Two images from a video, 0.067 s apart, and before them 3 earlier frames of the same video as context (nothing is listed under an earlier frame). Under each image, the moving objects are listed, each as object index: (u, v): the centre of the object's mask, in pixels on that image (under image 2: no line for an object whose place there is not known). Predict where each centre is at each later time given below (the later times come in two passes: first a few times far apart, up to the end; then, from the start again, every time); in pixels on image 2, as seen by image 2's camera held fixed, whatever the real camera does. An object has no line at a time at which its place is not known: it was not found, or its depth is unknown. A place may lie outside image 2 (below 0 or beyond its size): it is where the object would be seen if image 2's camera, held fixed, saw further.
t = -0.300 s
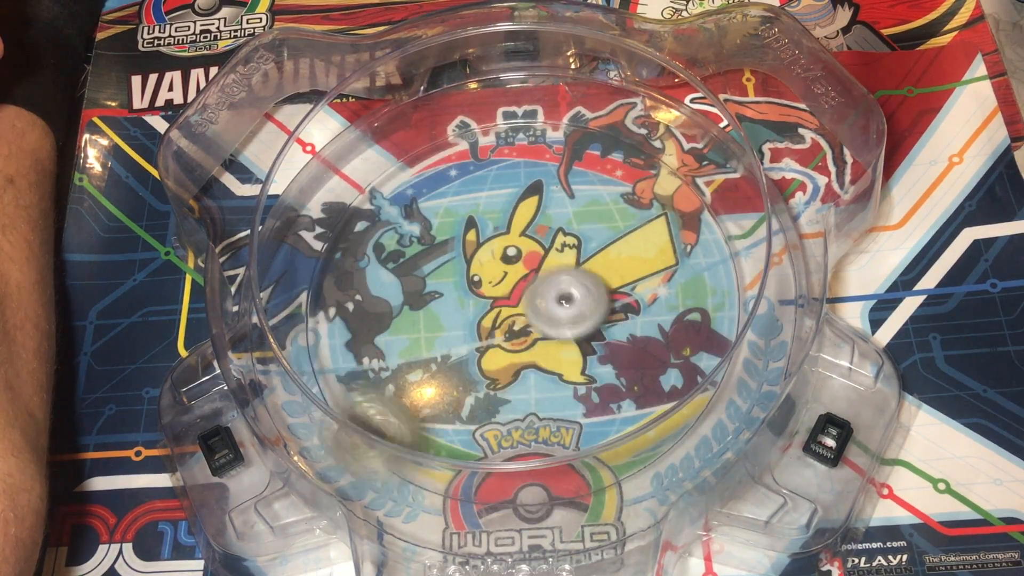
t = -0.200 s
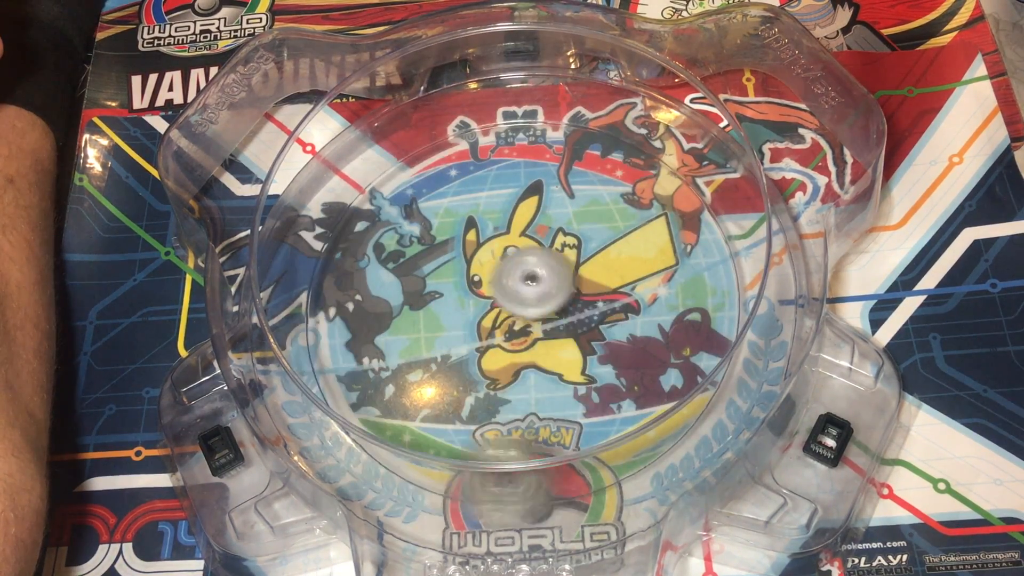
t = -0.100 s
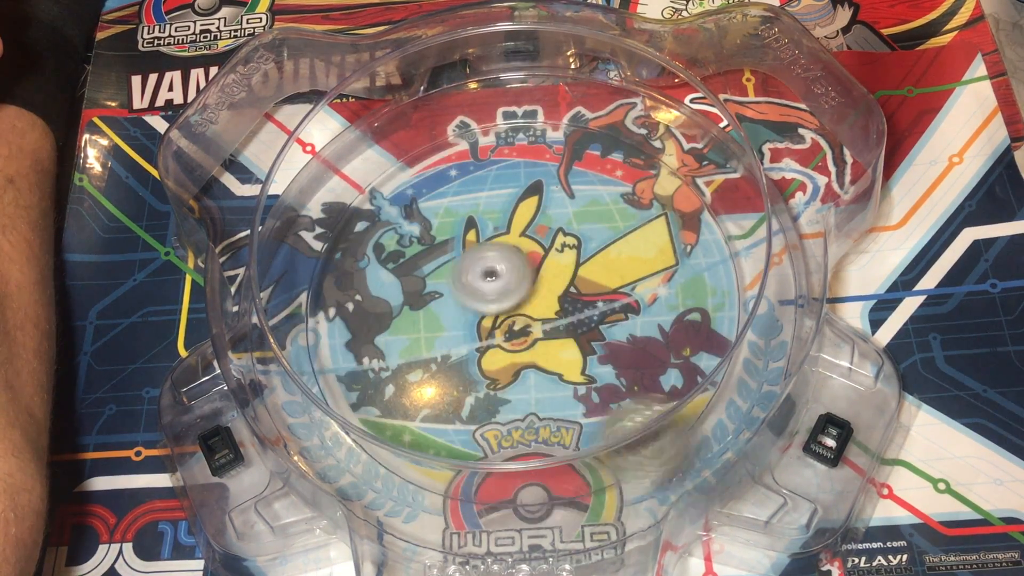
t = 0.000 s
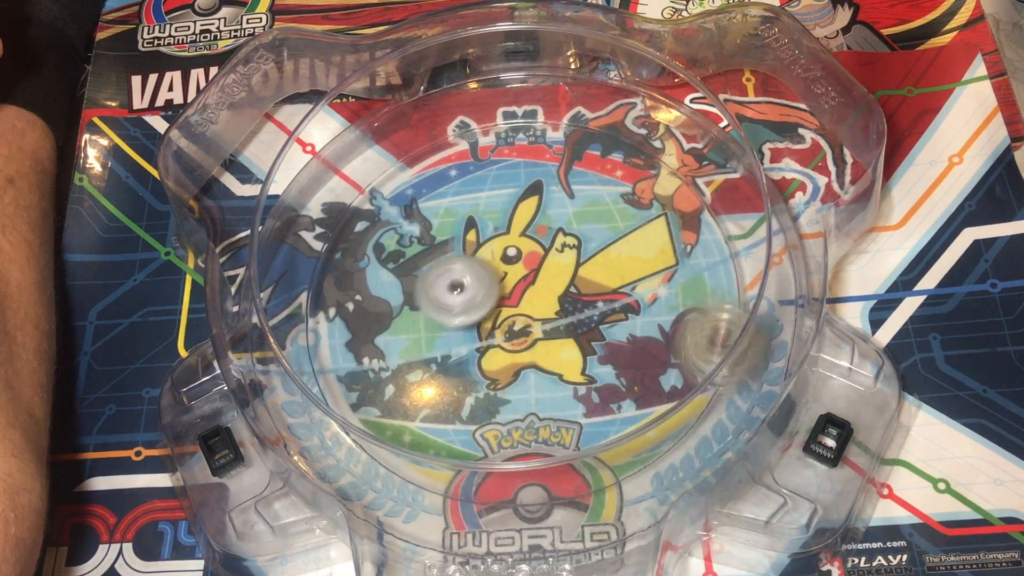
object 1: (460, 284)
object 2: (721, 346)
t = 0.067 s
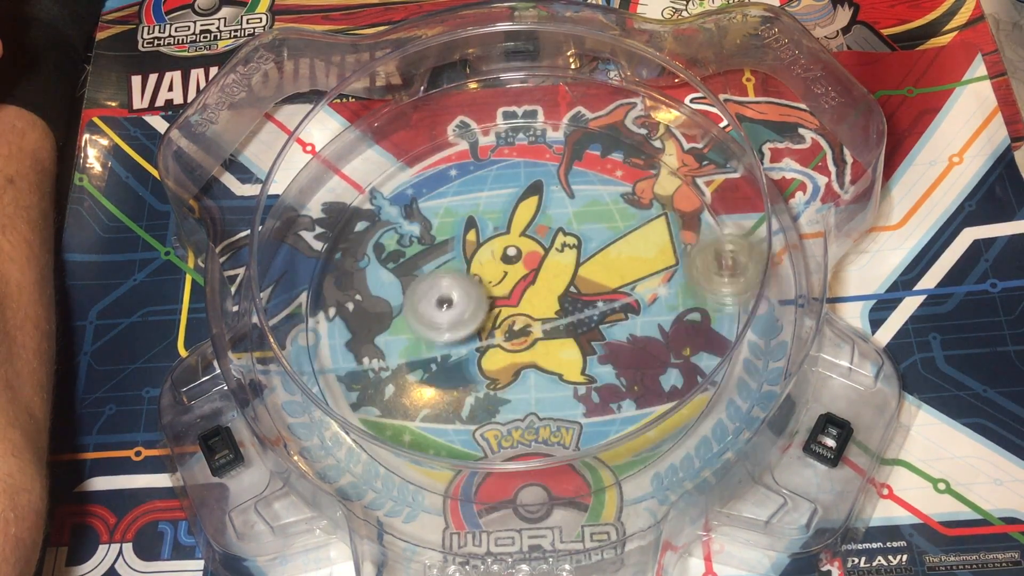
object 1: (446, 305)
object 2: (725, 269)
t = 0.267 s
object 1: (474, 335)
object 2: (572, 125)
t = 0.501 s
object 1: (511, 320)
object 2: (332, 221)
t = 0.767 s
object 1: (523, 303)
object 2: (454, 458)
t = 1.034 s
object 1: (526, 284)
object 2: (706, 298)
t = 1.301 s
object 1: (524, 274)
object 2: (535, 125)
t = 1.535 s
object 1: (524, 271)
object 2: (359, 252)
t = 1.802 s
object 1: (523, 276)
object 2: (526, 423)
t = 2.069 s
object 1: (528, 289)
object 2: (678, 255)
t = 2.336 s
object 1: (536, 296)
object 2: (490, 170)
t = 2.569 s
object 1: (535, 297)
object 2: (404, 318)
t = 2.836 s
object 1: (526, 299)
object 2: (583, 391)
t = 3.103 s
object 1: (518, 297)
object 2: (629, 243)
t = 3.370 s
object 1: (509, 293)
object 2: (478, 212)
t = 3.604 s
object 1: (509, 291)
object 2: (422, 320)
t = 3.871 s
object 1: (513, 282)
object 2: (559, 372)
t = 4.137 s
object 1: (516, 277)
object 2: (609, 241)
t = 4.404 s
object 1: (523, 279)
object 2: (469, 209)
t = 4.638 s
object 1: (528, 282)
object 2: (428, 326)
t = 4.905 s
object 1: (532, 286)
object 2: (582, 362)
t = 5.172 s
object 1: (533, 293)
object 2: (617, 230)
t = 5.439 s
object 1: (530, 297)
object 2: (467, 218)
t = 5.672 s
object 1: (527, 300)
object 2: (435, 338)
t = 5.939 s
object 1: (519, 299)
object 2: (585, 371)
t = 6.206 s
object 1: (512, 293)
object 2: (611, 237)
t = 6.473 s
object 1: (512, 288)
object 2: (465, 220)
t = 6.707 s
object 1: (520, 285)
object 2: (422, 331)
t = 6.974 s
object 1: (529, 282)
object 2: (571, 366)
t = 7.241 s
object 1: (529, 280)
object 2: (619, 235)
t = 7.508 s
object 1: (524, 285)
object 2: (505, 189)
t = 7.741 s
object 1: (521, 292)
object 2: (436, 290)
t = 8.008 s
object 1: (528, 299)
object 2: (516, 389)
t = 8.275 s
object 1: (526, 299)
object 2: (625, 307)
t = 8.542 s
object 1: (524, 296)
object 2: (536, 214)
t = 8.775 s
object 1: (520, 292)
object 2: (428, 253)
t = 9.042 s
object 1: (520, 287)
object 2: (468, 366)
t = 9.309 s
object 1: (523, 283)
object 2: (606, 319)
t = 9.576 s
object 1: (526, 283)
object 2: (586, 211)
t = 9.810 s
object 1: (527, 285)
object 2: (472, 222)
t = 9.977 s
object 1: (528, 289)
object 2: (441, 297)
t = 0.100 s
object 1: (444, 315)
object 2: (716, 230)
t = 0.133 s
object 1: (447, 323)
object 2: (698, 201)
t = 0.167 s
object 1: (452, 329)
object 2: (672, 174)
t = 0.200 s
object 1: (460, 333)
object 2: (642, 151)
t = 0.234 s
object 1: (466, 335)
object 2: (611, 136)
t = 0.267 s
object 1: (474, 335)
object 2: (572, 125)
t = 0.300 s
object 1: (481, 334)
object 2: (532, 121)
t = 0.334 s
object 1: (487, 332)
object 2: (493, 123)
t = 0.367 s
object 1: (493, 329)
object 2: (453, 129)
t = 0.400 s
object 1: (498, 327)
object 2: (419, 141)
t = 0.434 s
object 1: (503, 325)
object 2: (388, 162)
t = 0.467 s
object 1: (507, 322)
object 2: (360, 190)
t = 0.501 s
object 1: (511, 320)
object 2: (332, 221)
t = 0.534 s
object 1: (514, 318)
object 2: (318, 254)
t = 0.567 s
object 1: (517, 316)
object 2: (313, 286)
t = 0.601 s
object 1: (518, 315)
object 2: (315, 323)
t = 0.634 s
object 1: (519, 313)
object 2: (329, 359)
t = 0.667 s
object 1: (520, 311)
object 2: (354, 390)
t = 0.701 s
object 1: (521, 308)
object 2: (378, 424)
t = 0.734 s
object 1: (522, 306)
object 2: (417, 444)
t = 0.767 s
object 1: (523, 303)
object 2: (454, 458)
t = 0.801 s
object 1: (524, 300)
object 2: (505, 466)
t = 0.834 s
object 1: (524, 298)
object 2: (547, 461)
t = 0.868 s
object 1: (525, 295)
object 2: (590, 446)
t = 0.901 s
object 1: (525, 293)
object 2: (630, 423)
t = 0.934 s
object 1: (526, 291)
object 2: (656, 385)
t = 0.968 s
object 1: (526, 288)
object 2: (676, 363)
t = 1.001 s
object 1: (526, 286)
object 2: (697, 330)
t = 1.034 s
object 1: (526, 284)
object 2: (706, 298)
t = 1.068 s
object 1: (525, 282)
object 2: (707, 263)
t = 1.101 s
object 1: (525, 280)
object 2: (697, 230)
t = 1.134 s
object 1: (525, 279)
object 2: (681, 201)
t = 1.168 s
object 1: (525, 277)
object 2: (657, 174)
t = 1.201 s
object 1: (524, 276)
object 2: (630, 152)
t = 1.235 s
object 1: (524, 275)
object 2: (601, 138)
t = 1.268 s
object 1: (524, 274)
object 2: (569, 129)
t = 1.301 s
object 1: (524, 274)
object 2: (535, 125)
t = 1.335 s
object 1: (524, 273)
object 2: (498, 129)
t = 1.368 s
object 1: (524, 273)
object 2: (465, 136)
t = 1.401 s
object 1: (524, 273)
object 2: (435, 150)
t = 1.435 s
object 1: (524, 272)
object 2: (408, 171)
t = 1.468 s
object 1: (524, 272)
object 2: (384, 196)
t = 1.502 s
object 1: (524, 272)
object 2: (368, 226)
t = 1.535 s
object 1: (524, 271)
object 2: (359, 252)
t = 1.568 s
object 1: (524, 271)
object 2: (357, 284)
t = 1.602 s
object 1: (524, 271)
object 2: (361, 312)
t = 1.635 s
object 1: (524, 271)
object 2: (376, 345)
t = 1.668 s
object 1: (523, 272)
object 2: (394, 371)
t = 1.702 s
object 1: (523, 273)
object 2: (424, 393)
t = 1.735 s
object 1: (523, 273)
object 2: (455, 410)
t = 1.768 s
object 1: (523, 275)
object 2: (492, 422)
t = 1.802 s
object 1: (523, 276)
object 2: (526, 423)
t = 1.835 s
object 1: (523, 277)
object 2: (565, 417)
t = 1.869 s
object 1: (523, 279)
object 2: (602, 402)
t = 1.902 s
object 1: (524, 281)
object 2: (630, 384)
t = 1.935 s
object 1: (524, 283)
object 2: (653, 363)
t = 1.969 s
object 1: (525, 284)
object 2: (669, 337)
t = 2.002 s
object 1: (526, 286)
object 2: (679, 309)
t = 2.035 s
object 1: (527, 287)
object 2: (681, 282)
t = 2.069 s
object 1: (528, 289)
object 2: (678, 255)
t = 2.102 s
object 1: (530, 290)
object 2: (666, 229)
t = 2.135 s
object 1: (531, 291)
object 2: (649, 204)
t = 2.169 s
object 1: (531, 292)
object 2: (628, 183)
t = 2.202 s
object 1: (532, 293)
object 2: (598, 168)
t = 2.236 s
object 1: (533, 294)
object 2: (573, 161)
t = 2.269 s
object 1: (534, 295)
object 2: (545, 158)
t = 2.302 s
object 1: (535, 296)
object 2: (517, 160)
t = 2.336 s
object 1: (536, 296)
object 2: (490, 170)
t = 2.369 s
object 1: (536, 297)
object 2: (464, 183)
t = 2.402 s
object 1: (537, 297)
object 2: (440, 201)
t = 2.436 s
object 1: (537, 297)
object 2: (423, 220)
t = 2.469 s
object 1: (537, 297)
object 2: (409, 243)
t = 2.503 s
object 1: (536, 297)
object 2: (398, 265)
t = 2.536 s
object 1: (536, 297)
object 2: (398, 294)
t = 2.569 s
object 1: (535, 297)
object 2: (404, 318)
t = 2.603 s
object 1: (534, 297)
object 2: (410, 341)
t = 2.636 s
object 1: (533, 297)
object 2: (428, 365)
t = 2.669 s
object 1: (531, 297)
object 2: (442, 383)
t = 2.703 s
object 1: (530, 297)
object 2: (470, 394)
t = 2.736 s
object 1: (529, 297)
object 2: (498, 405)
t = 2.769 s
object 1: (528, 298)
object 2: (526, 406)
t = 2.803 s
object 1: (527, 298)
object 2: (555, 402)
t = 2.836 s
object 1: (526, 299)
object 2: (583, 391)
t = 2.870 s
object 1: (525, 299)
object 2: (607, 376)
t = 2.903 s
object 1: (524, 299)
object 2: (624, 360)
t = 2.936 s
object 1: (523, 299)
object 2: (636, 341)
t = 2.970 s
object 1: (522, 299)
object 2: (644, 321)
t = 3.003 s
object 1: (521, 298)
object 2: (648, 302)
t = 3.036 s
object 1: (520, 298)
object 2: (647, 280)
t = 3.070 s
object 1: (519, 298)
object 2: (640, 261)
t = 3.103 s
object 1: (518, 297)
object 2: (629, 243)
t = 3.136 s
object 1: (517, 297)
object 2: (614, 227)
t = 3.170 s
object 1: (516, 296)
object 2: (598, 216)
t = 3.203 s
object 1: (514, 295)
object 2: (582, 209)
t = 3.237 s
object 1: (513, 295)
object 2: (562, 202)
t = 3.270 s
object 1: (512, 294)
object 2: (540, 200)
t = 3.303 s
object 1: (511, 293)
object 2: (521, 200)
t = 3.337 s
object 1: (510, 293)
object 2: (499, 205)
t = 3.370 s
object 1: (509, 293)
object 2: (478, 212)
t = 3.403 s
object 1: (508, 292)
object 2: (461, 222)
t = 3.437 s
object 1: (508, 292)
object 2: (447, 234)
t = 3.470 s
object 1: (508, 292)
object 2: (433, 249)
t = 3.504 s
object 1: (508, 293)
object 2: (424, 266)
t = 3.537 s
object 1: (508, 292)
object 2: (419, 283)
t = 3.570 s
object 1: (508, 292)
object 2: (418, 301)
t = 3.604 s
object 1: (509, 291)
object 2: (422, 320)
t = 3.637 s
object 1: (509, 290)
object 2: (429, 337)
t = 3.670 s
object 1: (510, 289)
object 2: (438, 354)
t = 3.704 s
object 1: (510, 288)
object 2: (454, 367)
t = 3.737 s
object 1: (511, 287)
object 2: (471, 376)
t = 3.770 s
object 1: (512, 285)
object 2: (490, 382)
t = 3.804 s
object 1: (512, 284)
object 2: (515, 384)
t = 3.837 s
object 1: (513, 283)
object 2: (536, 380)
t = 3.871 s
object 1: (513, 282)
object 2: (559, 372)
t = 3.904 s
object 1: (513, 281)
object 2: (579, 361)
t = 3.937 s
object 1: (514, 280)
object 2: (594, 348)
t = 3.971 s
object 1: (514, 279)
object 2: (607, 332)
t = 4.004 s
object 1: (514, 278)
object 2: (615, 316)
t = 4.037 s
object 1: (515, 278)
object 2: (622, 297)
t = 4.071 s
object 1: (516, 278)
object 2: (622, 279)
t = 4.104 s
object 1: (516, 277)
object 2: (618, 260)
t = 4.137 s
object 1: (516, 277)
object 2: (609, 241)
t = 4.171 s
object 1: (518, 278)
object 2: (598, 226)
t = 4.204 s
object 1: (519, 278)
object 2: (585, 215)
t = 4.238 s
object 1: (520, 278)
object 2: (569, 206)
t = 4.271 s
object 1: (520, 278)
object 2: (549, 199)
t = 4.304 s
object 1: (521, 278)
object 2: (528, 197)
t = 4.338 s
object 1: (522, 279)
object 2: (508, 197)
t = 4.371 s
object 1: (522, 279)
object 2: (487, 201)
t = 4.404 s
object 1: (523, 279)
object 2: (469, 209)
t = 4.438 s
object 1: (523, 279)
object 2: (452, 219)
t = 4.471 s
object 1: (524, 280)
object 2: (437, 235)
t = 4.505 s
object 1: (525, 280)
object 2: (426, 250)
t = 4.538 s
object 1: (525, 280)
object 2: (420, 268)
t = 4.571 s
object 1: (526, 281)
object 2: (418, 286)
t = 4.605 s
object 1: (527, 282)
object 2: (420, 305)
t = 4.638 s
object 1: (528, 282)
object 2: (428, 326)
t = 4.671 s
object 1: (528, 283)
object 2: (437, 343)
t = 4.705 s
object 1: (529, 283)
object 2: (452, 358)
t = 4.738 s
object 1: (530, 284)
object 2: (471, 370)
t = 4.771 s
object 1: (531, 284)
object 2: (491, 376)
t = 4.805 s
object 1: (531, 284)
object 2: (515, 379)
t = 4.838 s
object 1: (532, 285)
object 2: (537, 378)
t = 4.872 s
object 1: (532, 285)
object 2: (560, 372)
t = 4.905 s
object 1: (532, 286)
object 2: (582, 362)
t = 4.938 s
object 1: (533, 287)
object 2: (598, 351)
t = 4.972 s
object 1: (533, 288)
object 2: (613, 337)
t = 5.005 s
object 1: (533, 289)
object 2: (624, 320)
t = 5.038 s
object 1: (533, 290)
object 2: (632, 303)
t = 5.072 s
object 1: (534, 290)
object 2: (635, 283)
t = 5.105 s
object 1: (534, 291)
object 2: (634, 263)
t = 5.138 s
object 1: (533, 292)
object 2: (626, 245)
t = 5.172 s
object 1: (533, 293)
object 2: (617, 230)
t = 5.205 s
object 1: (533, 293)
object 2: (604, 217)
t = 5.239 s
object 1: (533, 294)
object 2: (588, 207)
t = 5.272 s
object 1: (533, 295)
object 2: (568, 199)
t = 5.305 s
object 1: (533, 295)
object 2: (549, 196)
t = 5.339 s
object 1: (532, 296)
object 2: (526, 196)
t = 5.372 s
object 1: (532, 296)
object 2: (506, 200)
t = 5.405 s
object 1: (531, 297)
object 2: (484, 207)
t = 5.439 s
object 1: (530, 297)
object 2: (467, 218)
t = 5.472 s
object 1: (530, 298)
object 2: (452, 230)
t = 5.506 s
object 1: (529, 298)
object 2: (439, 246)
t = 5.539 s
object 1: (529, 299)
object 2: (429, 265)
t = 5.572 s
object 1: (528, 299)
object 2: (426, 281)
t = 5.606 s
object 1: (528, 300)
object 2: (425, 301)
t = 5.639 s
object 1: (527, 300)
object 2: (430, 320)
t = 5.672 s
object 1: (527, 300)
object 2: (435, 338)
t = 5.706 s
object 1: (526, 299)
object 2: (445, 355)
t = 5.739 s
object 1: (526, 299)
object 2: (461, 369)
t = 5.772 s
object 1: (525, 299)
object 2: (478, 378)
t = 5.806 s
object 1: (524, 299)
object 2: (497, 385)
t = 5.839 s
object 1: (523, 299)
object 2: (520, 389)
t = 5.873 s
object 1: (521, 299)
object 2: (542, 387)
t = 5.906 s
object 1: (520, 299)
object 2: (563, 382)
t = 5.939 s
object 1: (519, 299)
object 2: (585, 371)
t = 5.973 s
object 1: (518, 298)
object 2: (601, 360)
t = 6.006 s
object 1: (518, 298)
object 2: (616, 344)
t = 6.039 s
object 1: (516, 297)
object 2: (625, 328)
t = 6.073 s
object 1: (515, 296)
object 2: (632, 309)
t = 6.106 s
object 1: (514, 296)
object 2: (633, 291)
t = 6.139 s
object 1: (513, 295)
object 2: (630, 271)
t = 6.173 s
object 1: (512, 294)
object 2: (622, 252)
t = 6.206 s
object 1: (512, 293)
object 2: (611, 237)
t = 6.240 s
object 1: (511, 292)
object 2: (597, 225)
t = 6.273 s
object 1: (511, 292)
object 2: (582, 214)
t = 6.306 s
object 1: (511, 291)
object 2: (562, 207)
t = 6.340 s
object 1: (511, 290)
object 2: (542, 203)
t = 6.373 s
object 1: (510, 289)
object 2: (523, 202)
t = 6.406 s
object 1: (511, 289)
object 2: (502, 205)
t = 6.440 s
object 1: (512, 288)
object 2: (483, 210)
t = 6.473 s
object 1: (512, 288)
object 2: (465, 220)
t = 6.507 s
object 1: (513, 287)
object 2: (449, 229)
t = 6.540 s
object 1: (514, 287)
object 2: (435, 244)
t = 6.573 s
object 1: (515, 286)
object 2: (424, 259)
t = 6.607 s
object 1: (516, 286)
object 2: (419, 274)
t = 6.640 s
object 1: (517, 286)
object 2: (415, 295)
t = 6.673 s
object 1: (518, 285)
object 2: (417, 313)
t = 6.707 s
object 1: (520, 285)
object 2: (422, 331)
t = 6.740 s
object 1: (521, 284)
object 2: (431, 348)
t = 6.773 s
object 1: (522, 284)
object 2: (444, 362)
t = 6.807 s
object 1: (524, 283)
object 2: (462, 373)
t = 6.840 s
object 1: (525, 283)
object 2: (482, 380)
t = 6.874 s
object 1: (527, 282)
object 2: (503, 383)
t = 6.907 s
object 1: (528, 282)
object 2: (527, 383)
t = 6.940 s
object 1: (529, 282)
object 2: (550, 377)
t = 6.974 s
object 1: (529, 282)
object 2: (571, 366)
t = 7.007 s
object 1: (530, 281)
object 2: (590, 355)
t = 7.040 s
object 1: (530, 281)
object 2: (603, 340)
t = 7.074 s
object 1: (531, 281)
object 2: (614, 325)
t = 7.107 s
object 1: (532, 281)
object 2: (621, 309)
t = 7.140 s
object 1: (533, 280)
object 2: (624, 290)
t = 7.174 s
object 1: (534, 280)
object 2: (623, 271)
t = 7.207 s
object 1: (532, 280)
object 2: (621, 253)
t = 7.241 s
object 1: (529, 280)
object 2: (619, 235)
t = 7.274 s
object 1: (527, 280)
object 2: (612, 221)
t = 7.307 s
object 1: (526, 280)
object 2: (604, 210)
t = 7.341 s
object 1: (526, 280)
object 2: (592, 200)
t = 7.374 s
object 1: (525, 281)
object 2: (578, 192)
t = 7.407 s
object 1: (525, 282)
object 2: (561, 186)
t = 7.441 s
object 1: (524, 283)
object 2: (543, 184)
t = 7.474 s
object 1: (524, 283)
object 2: (524, 184)
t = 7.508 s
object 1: (524, 285)
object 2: (505, 189)
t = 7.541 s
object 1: (523, 285)
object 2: (486, 196)
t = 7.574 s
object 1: (523, 287)
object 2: (472, 208)
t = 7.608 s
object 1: (523, 288)
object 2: (457, 221)
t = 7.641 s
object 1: (522, 289)
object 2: (447, 237)
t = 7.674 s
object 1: (522, 290)
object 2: (439, 255)
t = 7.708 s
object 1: (522, 291)
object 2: (436, 274)
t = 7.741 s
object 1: (521, 292)
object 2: (436, 290)
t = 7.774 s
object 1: (523, 293)
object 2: (436, 309)
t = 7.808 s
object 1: (526, 295)
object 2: (440, 326)
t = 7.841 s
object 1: (527, 296)
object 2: (445, 343)
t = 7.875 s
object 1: (528, 297)
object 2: (454, 357)
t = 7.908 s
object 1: (528, 298)
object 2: (467, 369)
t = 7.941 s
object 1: (528, 298)
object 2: (480, 377)
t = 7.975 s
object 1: (528, 298)
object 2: (499, 384)
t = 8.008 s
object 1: (528, 299)
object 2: (516, 389)
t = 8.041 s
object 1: (528, 299)
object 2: (535, 390)
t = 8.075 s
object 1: (528, 299)
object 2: (555, 386)
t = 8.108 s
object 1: (527, 299)
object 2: (574, 380)
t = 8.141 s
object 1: (527, 299)
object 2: (592, 368)
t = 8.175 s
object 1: (527, 299)
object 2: (605, 355)
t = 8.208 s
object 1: (527, 299)
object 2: (616, 338)
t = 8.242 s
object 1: (526, 299)
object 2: (622, 324)
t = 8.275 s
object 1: (526, 299)
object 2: (625, 307)
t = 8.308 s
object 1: (526, 299)
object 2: (623, 288)
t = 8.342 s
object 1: (525, 298)
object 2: (618, 273)
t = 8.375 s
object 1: (525, 298)
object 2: (609, 258)
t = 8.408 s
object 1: (525, 298)
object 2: (597, 243)
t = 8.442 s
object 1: (525, 297)
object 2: (584, 232)
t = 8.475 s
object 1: (524, 297)
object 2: (571, 224)
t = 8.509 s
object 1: (524, 296)
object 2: (553, 217)
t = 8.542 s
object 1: (524, 296)
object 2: (536, 214)
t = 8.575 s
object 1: (523, 295)
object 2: (519, 212)
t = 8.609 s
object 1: (522, 295)
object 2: (501, 213)
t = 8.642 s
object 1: (522, 294)
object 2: (484, 217)
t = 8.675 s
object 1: (522, 293)
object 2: (469, 222)
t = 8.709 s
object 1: (521, 293)
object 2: (454, 230)
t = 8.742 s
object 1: (521, 292)
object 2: (440, 240)
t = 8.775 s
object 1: (520, 292)
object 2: (428, 253)
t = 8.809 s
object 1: (520, 291)
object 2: (421, 267)
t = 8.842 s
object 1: (520, 291)
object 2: (417, 282)
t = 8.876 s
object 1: (520, 290)
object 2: (415, 297)
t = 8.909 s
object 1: (520, 290)
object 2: (418, 315)
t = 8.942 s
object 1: (520, 289)
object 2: (426, 331)
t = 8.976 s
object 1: (520, 288)
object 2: (435, 346)
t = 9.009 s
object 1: (520, 287)
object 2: (448, 357)
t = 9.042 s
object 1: (520, 287)
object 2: (468, 366)
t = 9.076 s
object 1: (521, 286)
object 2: (486, 372)
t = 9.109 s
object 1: (521, 285)
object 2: (507, 373)
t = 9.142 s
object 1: (521, 285)
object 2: (527, 370)
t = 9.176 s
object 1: (521, 284)
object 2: (548, 362)
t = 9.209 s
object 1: (521, 284)
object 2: (565, 355)
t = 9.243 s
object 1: (522, 283)
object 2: (581, 345)
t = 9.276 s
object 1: (522, 283)
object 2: (595, 332)
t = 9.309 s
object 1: (523, 283)
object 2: (606, 319)
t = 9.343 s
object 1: (523, 283)
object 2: (612, 304)
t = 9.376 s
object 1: (524, 283)
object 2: (618, 290)
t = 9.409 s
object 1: (525, 283)
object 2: (620, 276)
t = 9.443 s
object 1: (525, 283)
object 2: (618, 261)
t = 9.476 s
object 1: (525, 283)
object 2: (614, 245)
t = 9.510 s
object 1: (526, 283)
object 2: (607, 231)
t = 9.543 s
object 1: (526, 283)
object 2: (597, 219)
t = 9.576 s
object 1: (526, 283)
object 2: (586, 211)
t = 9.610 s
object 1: (526, 283)
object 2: (571, 202)
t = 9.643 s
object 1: (526, 284)
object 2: (555, 198)
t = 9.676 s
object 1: (526, 284)
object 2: (537, 197)
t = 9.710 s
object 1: (527, 284)
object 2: (521, 197)
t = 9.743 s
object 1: (527, 285)
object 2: (501, 204)
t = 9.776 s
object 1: (527, 285)
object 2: (486, 211)
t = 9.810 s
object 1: (527, 285)
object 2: (472, 222)
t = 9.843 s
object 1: (527, 285)
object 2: (460, 235)
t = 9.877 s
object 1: (528, 287)
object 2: (451, 249)
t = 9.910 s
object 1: (528, 287)
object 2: (444, 266)
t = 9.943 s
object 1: (528, 288)
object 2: (441, 281)
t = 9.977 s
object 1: (528, 289)
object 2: (441, 297)
